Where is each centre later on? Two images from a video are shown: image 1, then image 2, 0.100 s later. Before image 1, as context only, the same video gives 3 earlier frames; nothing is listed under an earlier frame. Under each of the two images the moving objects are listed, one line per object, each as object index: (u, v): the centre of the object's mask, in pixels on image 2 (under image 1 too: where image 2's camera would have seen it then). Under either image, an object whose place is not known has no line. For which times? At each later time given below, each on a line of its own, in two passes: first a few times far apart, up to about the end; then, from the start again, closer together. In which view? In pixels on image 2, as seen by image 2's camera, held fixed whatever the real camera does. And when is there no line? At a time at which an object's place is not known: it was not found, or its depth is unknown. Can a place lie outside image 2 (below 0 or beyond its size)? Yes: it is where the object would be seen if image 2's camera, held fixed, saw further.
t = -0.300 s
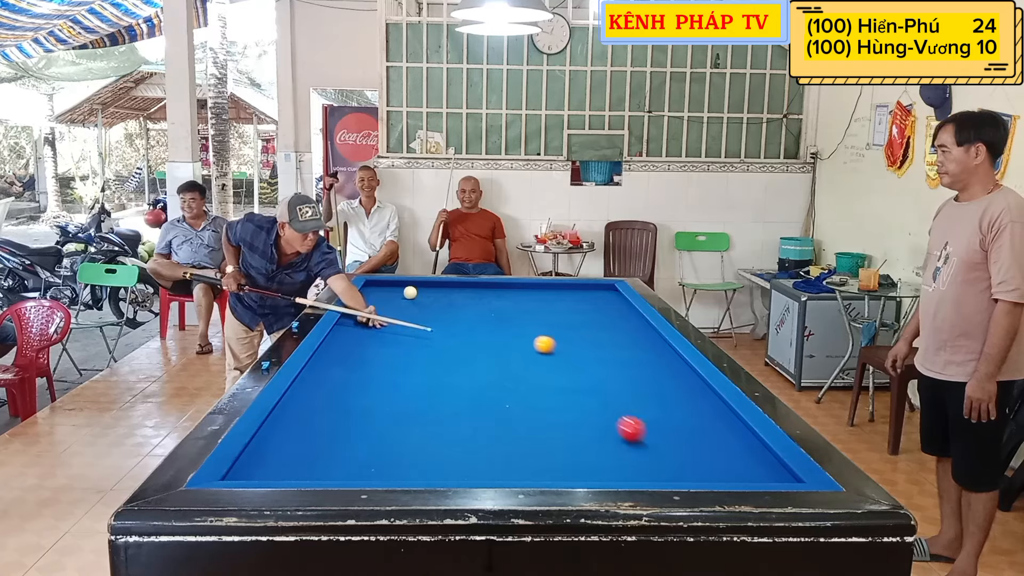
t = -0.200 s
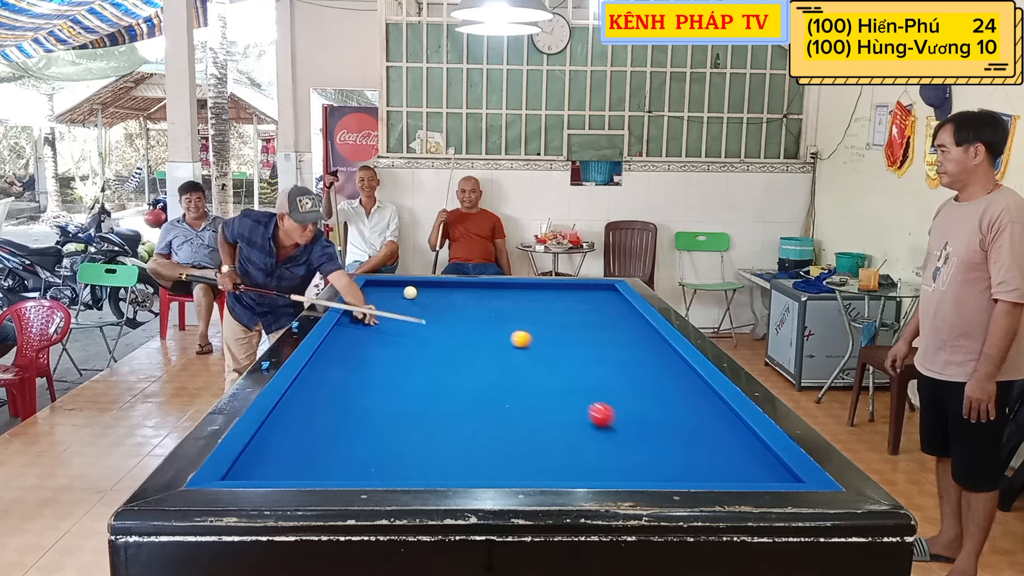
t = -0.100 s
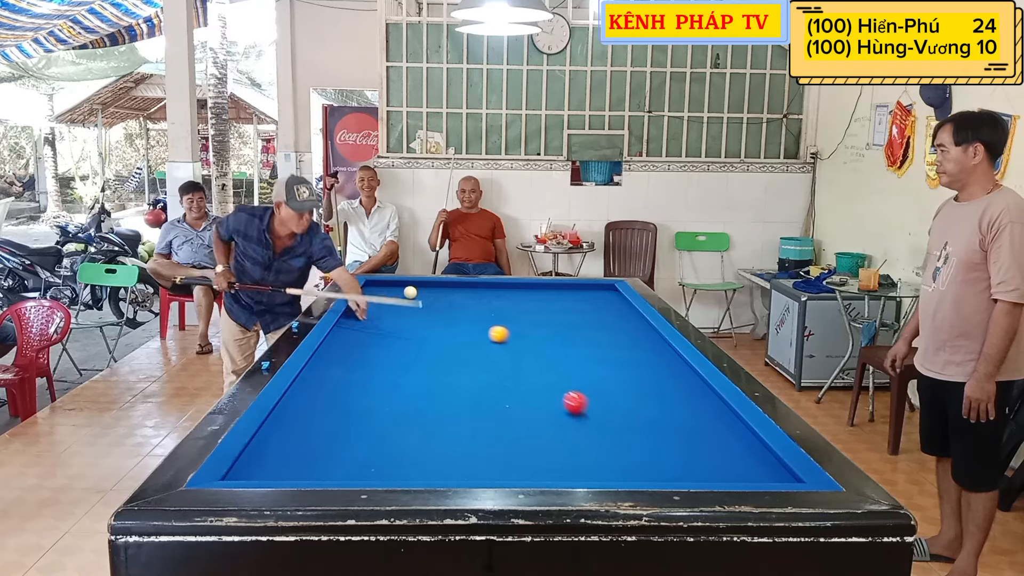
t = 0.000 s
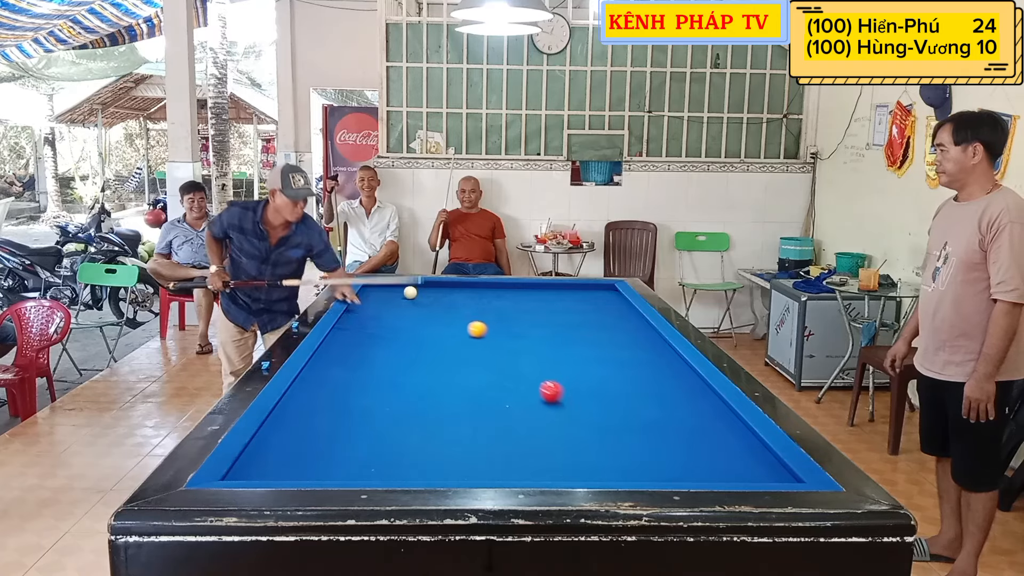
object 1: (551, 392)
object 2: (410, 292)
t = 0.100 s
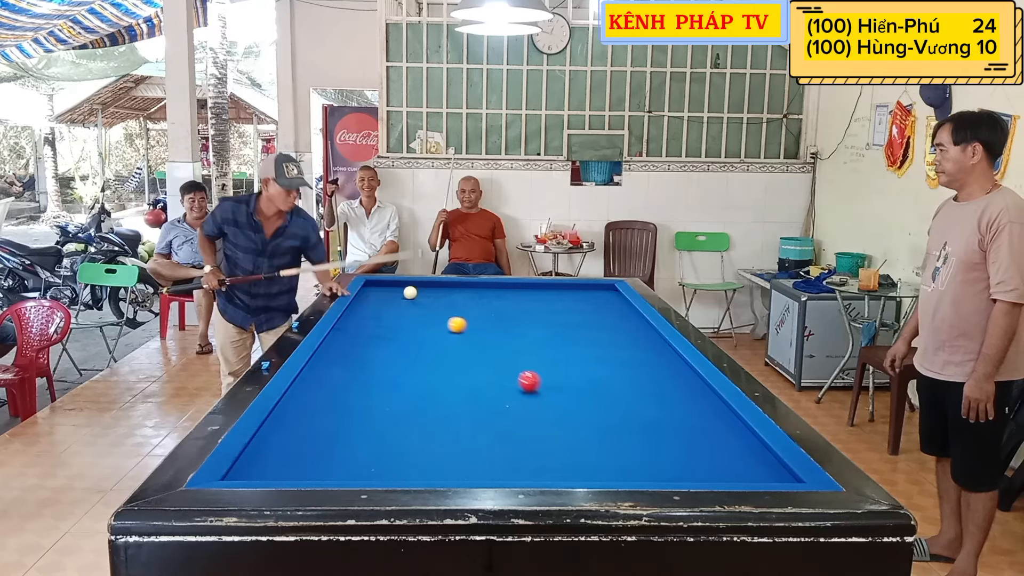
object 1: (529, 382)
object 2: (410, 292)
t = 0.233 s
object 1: (502, 369)
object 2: (410, 292)
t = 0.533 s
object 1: (451, 346)
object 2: (410, 292)
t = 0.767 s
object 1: (418, 331)
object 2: (410, 292)
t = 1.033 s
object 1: (385, 316)
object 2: (410, 292)
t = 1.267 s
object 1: (361, 305)
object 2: (423, 290)
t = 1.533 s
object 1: (378, 295)
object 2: (439, 288)
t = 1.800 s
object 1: (388, 288)
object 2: (453, 287)
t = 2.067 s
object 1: (390, 283)
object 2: (467, 285)
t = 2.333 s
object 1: (394, 287)
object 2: (478, 284)
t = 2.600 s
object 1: (398, 290)
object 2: (488, 285)
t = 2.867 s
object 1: (402, 293)
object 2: (497, 286)
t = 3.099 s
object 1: (406, 296)
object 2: (505, 287)
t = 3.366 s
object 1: (410, 299)
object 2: (513, 288)
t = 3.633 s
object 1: (413, 301)
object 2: (520, 289)
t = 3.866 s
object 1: (417, 304)
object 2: (526, 289)
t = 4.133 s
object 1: (420, 307)
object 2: (532, 290)
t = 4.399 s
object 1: (424, 310)
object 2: (537, 291)
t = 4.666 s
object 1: (428, 313)
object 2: (542, 291)
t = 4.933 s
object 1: (431, 315)
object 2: (546, 292)
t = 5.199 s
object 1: (435, 318)
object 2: (550, 292)
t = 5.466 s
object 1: (438, 320)
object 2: (553, 292)
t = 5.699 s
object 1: (441, 322)
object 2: (554, 292)
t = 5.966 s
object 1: (444, 324)
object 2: (556, 293)
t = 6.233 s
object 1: (446, 326)
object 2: (557, 293)
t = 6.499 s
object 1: (448, 327)
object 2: (557, 293)
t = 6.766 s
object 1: (450, 329)
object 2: (557, 293)
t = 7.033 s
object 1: (451, 330)
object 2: (557, 293)
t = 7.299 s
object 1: (453, 331)
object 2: (557, 293)
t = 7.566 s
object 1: (454, 332)
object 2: (557, 293)
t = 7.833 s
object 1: (455, 332)
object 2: (557, 293)
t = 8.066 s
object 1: (456, 333)
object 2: (557, 293)
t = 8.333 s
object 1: (457, 333)
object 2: (557, 293)
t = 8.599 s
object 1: (457, 333)
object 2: (557, 293)
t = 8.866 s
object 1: (457, 333)
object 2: (557, 293)
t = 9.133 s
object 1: (457, 333)
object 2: (557, 293)
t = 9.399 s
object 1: (457, 333)
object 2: (557, 293)
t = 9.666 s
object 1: (457, 333)
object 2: (557, 293)
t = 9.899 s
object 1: (457, 332)
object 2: (557, 293)
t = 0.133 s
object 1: (522, 379)
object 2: (410, 292)
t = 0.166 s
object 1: (515, 375)
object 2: (410, 292)
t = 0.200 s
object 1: (508, 372)
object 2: (410, 292)
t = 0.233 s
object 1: (502, 369)
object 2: (410, 292)
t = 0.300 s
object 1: (490, 364)
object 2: (410, 292)
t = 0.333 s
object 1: (484, 361)
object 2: (410, 292)
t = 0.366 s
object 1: (478, 359)
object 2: (410, 292)
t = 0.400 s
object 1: (472, 356)
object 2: (410, 292)
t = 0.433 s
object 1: (467, 353)
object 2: (410, 292)
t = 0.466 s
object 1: (461, 351)
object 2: (410, 292)
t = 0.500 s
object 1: (456, 348)
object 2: (410, 292)
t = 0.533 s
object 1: (451, 346)
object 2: (410, 292)
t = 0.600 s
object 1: (441, 341)
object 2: (410, 292)
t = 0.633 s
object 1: (436, 339)
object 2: (410, 292)
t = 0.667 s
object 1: (431, 337)
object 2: (410, 292)
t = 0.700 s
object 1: (427, 335)
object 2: (410, 292)
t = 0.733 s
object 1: (422, 333)
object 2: (410, 292)
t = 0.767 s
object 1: (418, 331)
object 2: (410, 292)
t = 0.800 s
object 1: (413, 329)
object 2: (410, 292)
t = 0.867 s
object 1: (405, 325)
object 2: (410, 292)
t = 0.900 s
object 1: (401, 323)
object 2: (410, 292)
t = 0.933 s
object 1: (397, 321)
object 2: (410, 292)
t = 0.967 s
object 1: (393, 319)
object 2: (410, 292)
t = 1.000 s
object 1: (389, 317)
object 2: (410, 292)
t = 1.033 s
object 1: (385, 316)
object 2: (410, 292)
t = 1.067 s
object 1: (382, 314)
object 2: (411, 292)
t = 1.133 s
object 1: (375, 311)
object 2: (414, 292)
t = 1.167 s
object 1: (371, 309)
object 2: (417, 291)
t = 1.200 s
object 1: (368, 308)
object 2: (419, 291)
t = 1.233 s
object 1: (364, 306)
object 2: (421, 291)
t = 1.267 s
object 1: (361, 305)
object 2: (423, 290)
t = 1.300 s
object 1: (358, 303)
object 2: (425, 290)
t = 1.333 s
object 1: (359, 302)
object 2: (427, 290)
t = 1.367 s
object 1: (363, 300)
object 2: (429, 290)
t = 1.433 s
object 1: (370, 298)
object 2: (433, 289)
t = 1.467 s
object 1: (373, 297)
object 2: (435, 289)
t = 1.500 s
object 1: (375, 296)
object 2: (437, 289)
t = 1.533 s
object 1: (378, 295)
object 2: (439, 288)
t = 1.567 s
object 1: (381, 294)
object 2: (441, 288)
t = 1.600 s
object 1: (383, 293)
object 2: (442, 288)
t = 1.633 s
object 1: (385, 292)
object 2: (444, 288)
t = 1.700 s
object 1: (388, 290)
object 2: (448, 287)
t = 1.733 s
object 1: (388, 289)
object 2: (450, 287)
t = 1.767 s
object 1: (388, 288)
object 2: (451, 287)
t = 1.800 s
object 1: (388, 288)
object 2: (453, 287)
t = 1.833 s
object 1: (388, 286)
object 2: (455, 286)
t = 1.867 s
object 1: (388, 286)
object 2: (457, 286)
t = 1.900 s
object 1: (389, 285)
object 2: (458, 286)
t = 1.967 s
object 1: (389, 283)
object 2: (462, 285)
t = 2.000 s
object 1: (389, 283)
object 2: (463, 285)
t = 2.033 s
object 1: (389, 283)
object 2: (465, 285)
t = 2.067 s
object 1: (390, 283)
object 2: (467, 285)
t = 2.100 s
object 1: (390, 284)
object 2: (468, 284)
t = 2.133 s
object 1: (391, 284)
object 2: (470, 284)
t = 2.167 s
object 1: (391, 285)
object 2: (471, 284)
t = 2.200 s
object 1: (392, 285)
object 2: (473, 284)
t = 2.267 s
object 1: (393, 286)
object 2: (476, 284)
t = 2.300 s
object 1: (393, 286)
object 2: (477, 284)
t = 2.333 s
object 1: (394, 287)
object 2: (478, 284)
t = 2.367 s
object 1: (394, 287)
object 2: (480, 284)
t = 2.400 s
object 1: (395, 287)
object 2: (481, 284)
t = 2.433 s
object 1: (395, 288)
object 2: (482, 284)
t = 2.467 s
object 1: (396, 288)
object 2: (483, 284)
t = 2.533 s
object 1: (397, 289)
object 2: (486, 285)
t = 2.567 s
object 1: (398, 289)
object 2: (487, 285)
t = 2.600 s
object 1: (398, 290)
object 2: (488, 285)
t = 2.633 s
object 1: (399, 290)
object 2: (489, 285)
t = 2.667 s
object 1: (399, 291)
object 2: (490, 285)
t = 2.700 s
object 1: (400, 291)
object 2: (491, 285)
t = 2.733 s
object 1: (400, 291)
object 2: (493, 286)
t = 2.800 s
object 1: (401, 292)
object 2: (495, 286)
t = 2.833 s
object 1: (402, 293)
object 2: (496, 286)
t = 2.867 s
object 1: (402, 293)
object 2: (497, 286)
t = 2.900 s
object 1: (403, 293)
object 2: (498, 286)
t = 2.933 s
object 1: (403, 294)
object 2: (499, 286)
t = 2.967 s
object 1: (404, 294)
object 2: (500, 286)
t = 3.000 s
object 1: (404, 295)
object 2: (501, 287)
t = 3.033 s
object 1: (405, 295)
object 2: (502, 287)
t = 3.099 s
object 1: (406, 296)
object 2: (505, 287)
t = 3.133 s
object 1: (406, 296)
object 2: (506, 287)
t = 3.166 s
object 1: (407, 296)
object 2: (507, 287)
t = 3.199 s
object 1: (407, 297)
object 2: (508, 287)
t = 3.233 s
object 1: (408, 297)
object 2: (509, 287)
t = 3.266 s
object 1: (408, 297)
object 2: (510, 288)
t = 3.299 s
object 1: (409, 298)
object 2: (511, 288)
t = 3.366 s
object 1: (410, 299)
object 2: (513, 288)
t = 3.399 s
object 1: (410, 299)
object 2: (514, 288)
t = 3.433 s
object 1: (411, 299)
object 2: (514, 288)
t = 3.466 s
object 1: (411, 300)
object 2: (515, 288)
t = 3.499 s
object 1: (412, 300)
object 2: (516, 288)
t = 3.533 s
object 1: (412, 300)
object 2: (517, 288)
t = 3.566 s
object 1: (413, 301)
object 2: (518, 288)
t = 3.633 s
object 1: (413, 301)
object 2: (520, 289)
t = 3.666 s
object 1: (414, 302)
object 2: (521, 289)
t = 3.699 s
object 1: (414, 302)
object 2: (522, 289)
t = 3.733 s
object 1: (415, 303)
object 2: (522, 289)
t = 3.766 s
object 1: (415, 303)
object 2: (523, 289)
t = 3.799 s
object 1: (416, 303)
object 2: (524, 289)
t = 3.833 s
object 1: (416, 304)
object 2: (525, 289)
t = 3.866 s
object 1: (417, 304)
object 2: (526, 289)
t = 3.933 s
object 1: (418, 305)
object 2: (527, 290)
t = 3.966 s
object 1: (418, 305)
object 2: (528, 290)
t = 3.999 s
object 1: (419, 306)
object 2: (529, 290)
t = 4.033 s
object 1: (419, 306)
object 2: (530, 290)
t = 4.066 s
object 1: (420, 306)
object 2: (530, 290)
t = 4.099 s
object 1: (420, 307)
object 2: (531, 290)
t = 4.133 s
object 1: (420, 307)
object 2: (532, 290)
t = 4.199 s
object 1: (421, 308)
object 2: (533, 290)
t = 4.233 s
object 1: (422, 308)
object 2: (534, 290)
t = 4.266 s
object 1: (422, 308)
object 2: (534, 290)
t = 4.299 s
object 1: (423, 309)
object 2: (535, 290)
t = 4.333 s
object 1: (423, 309)
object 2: (536, 291)
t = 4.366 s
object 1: (424, 309)
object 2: (536, 291)
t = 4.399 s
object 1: (424, 310)
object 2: (537, 291)
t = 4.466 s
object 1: (425, 310)
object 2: (538, 291)
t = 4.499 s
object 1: (426, 311)
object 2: (539, 291)
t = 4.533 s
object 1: (426, 311)
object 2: (539, 291)
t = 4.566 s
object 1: (426, 312)
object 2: (540, 291)
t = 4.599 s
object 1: (427, 312)
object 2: (541, 291)
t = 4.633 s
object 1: (427, 312)
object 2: (541, 291)
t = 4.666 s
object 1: (428, 313)
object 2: (542, 291)
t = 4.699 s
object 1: (428, 313)
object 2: (542, 291)
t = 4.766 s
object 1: (429, 314)
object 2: (543, 291)
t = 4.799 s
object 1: (430, 314)
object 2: (544, 292)
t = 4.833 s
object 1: (430, 314)
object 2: (544, 292)
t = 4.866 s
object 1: (431, 315)
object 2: (545, 292)
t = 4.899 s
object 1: (431, 315)
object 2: (546, 292)
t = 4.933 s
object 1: (431, 315)
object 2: (546, 292)
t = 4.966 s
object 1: (432, 316)
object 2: (547, 292)
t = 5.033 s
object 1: (433, 316)
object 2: (548, 292)
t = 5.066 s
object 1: (433, 317)
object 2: (548, 292)
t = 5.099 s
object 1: (434, 317)
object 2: (548, 292)
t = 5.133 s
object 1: (434, 317)
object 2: (549, 292)
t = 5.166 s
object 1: (435, 317)
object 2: (549, 292)
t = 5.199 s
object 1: (435, 318)
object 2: (550, 292)
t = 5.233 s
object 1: (435, 318)
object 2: (550, 292)
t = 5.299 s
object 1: (436, 319)
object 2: (551, 292)
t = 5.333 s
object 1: (437, 319)
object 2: (551, 292)
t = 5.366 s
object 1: (437, 319)
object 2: (552, 292)
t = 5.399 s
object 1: (438, 320)
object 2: (552, 292)
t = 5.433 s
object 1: (438, 320)
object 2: (552, 292)
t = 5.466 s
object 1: (438, 320)
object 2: (553, 292)
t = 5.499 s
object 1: (439, 320)
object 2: (553, 292)
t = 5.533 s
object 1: (439, 321)
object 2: (553, 292)
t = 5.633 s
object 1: (440, 321)
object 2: (554, 292)
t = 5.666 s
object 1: (441, 322)
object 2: (554, 292)
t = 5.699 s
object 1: (441, 322)
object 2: (554, 292)
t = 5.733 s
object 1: (441, 322)
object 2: (555, 292)
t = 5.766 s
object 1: (442, 322)
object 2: (555, 292)
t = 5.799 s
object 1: (442, 323)
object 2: (555, 292)
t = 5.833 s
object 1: (443, 323)
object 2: (555, 292)
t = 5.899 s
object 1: (443, 323)
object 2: (556, 293)
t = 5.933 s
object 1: (444, 324)
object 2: (556, 293)
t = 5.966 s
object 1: (444, 324)
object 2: (556, 293)
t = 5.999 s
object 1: (444, 324)
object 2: (556, 293)
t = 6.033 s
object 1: (445, 324)
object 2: (556, 293)
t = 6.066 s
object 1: (445, 325)
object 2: (556, 293)
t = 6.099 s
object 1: (445, 325)
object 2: (557, 293)
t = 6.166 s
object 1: (446, 325)
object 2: (557, 293)
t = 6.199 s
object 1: (446, 325)
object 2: (557, 293)
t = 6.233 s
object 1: (446, 326)
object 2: (557, 293)
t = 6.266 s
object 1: (447, 326)
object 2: (557, 293)
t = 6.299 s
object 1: (447, 326)
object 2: (557, 293)
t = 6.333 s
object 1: (447, 326)
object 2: (557, 293)
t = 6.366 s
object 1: (447, 326)
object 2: (557, 293)
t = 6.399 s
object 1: (448, 327)
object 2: (557, 293)
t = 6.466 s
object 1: (448, 327)
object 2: (557, 293)
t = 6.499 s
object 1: (448, 327)
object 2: (557, 293)
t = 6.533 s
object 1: (449, 327)
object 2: (557, 293)
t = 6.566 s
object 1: (449, 328)
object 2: (557, 293)
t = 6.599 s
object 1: (449, 328)
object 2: (557, 293)
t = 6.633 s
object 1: (449, 328)
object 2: (557, 293)
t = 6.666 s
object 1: (449, 328)
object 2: (557, 293)
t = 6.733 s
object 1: (450, 329)
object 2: (557, 293)
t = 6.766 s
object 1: (450, 329)
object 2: (557, 293)
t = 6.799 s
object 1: (450, 329)
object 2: (557, 293)
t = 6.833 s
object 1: (450, 329)
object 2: (557, 293)
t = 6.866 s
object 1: (450, 329)
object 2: (557, 293)
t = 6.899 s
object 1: (451, 329)
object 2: (557, 293)
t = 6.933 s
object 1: (451, 330)
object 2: (557, 293)
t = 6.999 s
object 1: (451, 330)
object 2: (557, 293)
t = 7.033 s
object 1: (451, 330)
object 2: (557, 293)
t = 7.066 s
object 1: (452, 330)
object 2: (557, 293)
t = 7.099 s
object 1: (452, 330)
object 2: (557, 293)
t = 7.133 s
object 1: (452, 330)
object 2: (557, 293)
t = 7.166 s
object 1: (452, 331)
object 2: (557, 293)
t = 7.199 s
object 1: (452, 331)
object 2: (557, 293)
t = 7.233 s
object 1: (453, 331)
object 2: (557, 293)
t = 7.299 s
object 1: (453, 331)
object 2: (557, 293)
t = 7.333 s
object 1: (453, 331)
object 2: (557, 293)
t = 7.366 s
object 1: (453, 331)
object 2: (557, 293)
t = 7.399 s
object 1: (453, 331)
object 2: (557, 293)
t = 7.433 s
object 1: (453, 331)
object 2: (557, 293)
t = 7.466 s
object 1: (454, 332)
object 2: (557, 293)
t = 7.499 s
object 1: (454, 332)
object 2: (557, 293)
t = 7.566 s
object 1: (454, 332)
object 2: (557, 293)
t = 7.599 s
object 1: (454, 332)
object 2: (557, 293)
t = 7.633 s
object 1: (455, 332)
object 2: (557, 293)
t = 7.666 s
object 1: (455, 332)
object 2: (557, 293)
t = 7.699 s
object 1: (455, 332)
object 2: (557, 293)
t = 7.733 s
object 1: (455, 332)
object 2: (557, 293)
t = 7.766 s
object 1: (455, 332)
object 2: (557, 293)
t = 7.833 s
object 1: (455, 332)
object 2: (557, 293)
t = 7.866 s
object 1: (456, 332)
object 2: (557, 293)
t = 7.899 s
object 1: (456, 333)
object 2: (557, 293)
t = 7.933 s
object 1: (456, 333)
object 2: (557, 293)
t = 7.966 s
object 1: (456, 333)
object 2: (557, 293)
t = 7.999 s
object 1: (456, 333)
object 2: (557, 293)
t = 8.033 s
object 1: (456, 332)
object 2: (557, 293)
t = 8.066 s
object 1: (456, 333)
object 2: (557, 293)
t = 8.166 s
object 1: (456, 333)
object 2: (557, 293)
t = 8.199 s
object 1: (457, 333)
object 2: (557, 293)
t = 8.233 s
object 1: (457, 333)
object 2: (557, 293)
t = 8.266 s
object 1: (457, 333)
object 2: (557, 293)
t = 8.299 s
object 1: (457, 333)
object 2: (557, 293)
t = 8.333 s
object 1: (457, 333)
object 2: (557, 293)
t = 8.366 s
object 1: (457, 333)
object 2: (557, 293)
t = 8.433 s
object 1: (457, 333)
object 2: (557, 293)
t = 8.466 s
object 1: (457, 333)
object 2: (557, 293)
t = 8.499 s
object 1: (457, 333)
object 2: (557, 293)
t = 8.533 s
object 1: (457, 333)
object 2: (557, 293)
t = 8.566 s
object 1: (457, 333)
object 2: (557, 293)
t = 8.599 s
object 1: (457, 333)
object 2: (557, 293)
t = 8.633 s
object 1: (457, 333)
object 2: (557, 293)
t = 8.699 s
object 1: (457, 333)
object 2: (557, 293)
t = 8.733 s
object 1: (457, 333)
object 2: (557, 293)
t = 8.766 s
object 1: (457, 333)
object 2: (557, 293)
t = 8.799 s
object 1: (457, 333)
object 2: (557, 293)
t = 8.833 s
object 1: (457, 333)
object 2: (557, 293)
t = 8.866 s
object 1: (457, 333)
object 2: (557, 293)
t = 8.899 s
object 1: (457, 333)
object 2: (557, 293)
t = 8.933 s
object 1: (457, 333)
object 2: (557, 293)
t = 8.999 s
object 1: (457, 333)
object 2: (557, 293)
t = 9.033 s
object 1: (457, 333)
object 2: (557, 293)
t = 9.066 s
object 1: (457, 333)
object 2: (557, 293)
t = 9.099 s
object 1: (457, 333)
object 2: (557, 293)
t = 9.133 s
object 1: (457, 333)
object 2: (557, 293)
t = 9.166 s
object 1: (457, 333)
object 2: (557, 293)
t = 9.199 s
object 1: (457, 333)
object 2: (557, 293)
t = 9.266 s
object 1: (457, 333)
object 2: (557, 293)
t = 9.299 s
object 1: (457, 333)
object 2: (557, 293)
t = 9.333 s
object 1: (457, 333)
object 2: (557, 293)
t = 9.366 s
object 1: (457, 333)
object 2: (557, 293)
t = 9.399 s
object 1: (457, 333)
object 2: (557, 293)
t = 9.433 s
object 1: (457, 333)
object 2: (557, 293)
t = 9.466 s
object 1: (457, 333)
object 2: (557, 293)
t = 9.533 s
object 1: (457, 333)
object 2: (557, 293)
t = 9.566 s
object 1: (457, 333)
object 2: (557, 293)
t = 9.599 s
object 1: (457, 333)
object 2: (557, 293)
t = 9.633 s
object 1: (457, 333)
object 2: (557, 293)
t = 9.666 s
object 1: (457, 333)
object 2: (557, 293)
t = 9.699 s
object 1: (457, 332)
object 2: (557, 293)
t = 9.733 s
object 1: (457, 333)
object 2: (557, 293)
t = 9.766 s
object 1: (457, 333)
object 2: (557, 293)
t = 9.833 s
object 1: (457, 332)
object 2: (557, 293)
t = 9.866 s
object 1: (457, 333)
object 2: (557, 293)
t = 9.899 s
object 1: (457, 332)
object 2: (557, 293)
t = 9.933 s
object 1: (457, 333)
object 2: (557, 293)
